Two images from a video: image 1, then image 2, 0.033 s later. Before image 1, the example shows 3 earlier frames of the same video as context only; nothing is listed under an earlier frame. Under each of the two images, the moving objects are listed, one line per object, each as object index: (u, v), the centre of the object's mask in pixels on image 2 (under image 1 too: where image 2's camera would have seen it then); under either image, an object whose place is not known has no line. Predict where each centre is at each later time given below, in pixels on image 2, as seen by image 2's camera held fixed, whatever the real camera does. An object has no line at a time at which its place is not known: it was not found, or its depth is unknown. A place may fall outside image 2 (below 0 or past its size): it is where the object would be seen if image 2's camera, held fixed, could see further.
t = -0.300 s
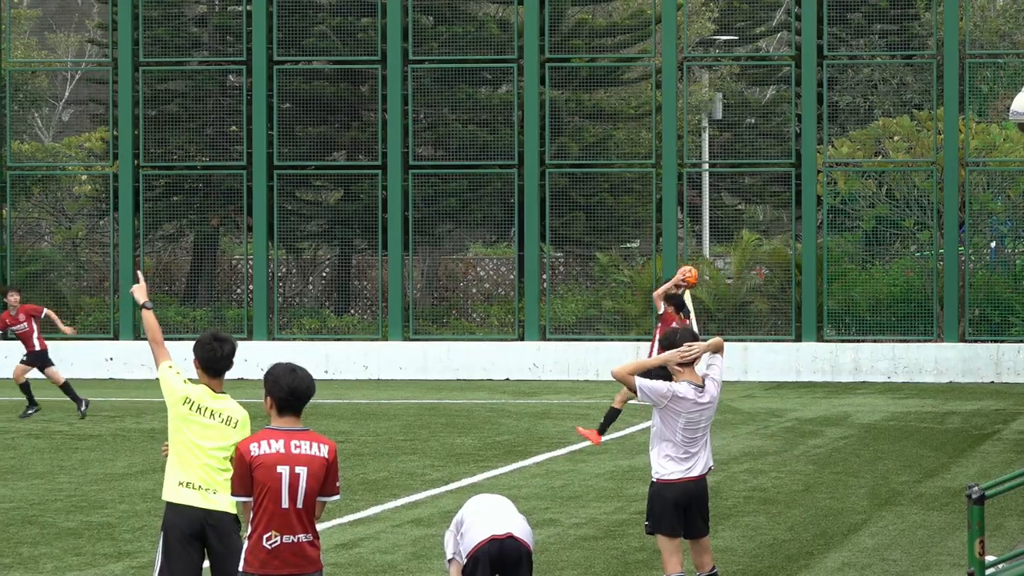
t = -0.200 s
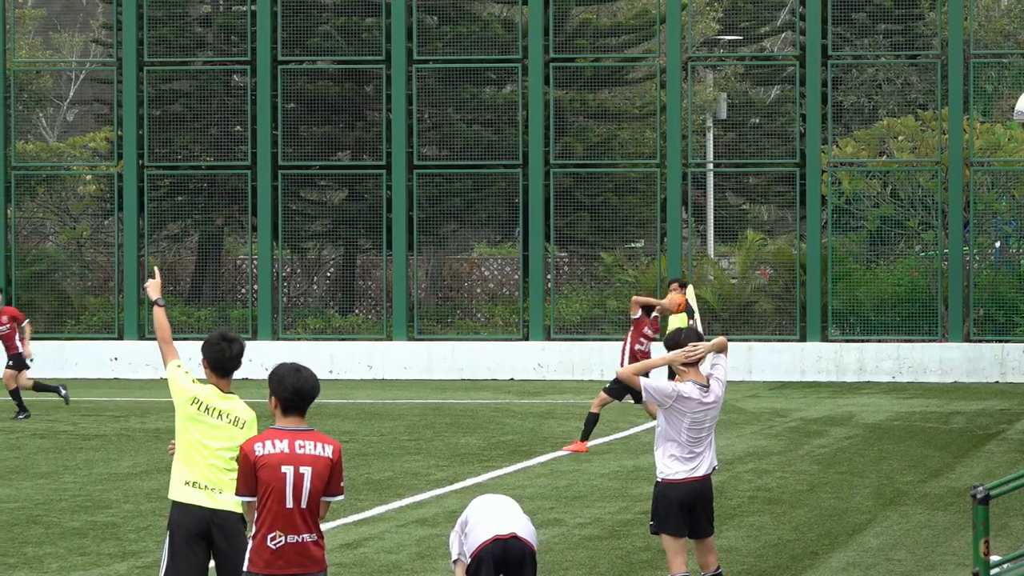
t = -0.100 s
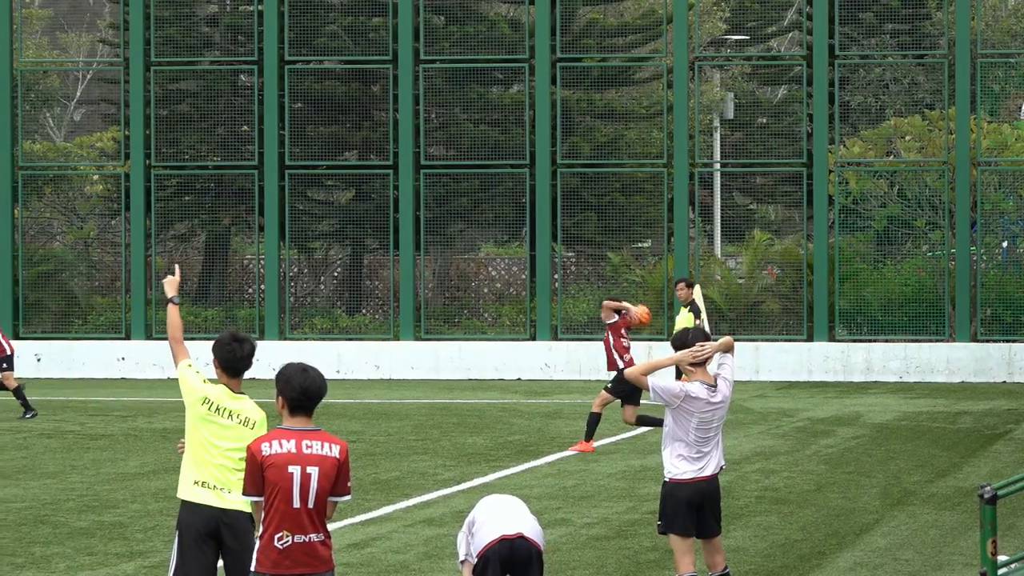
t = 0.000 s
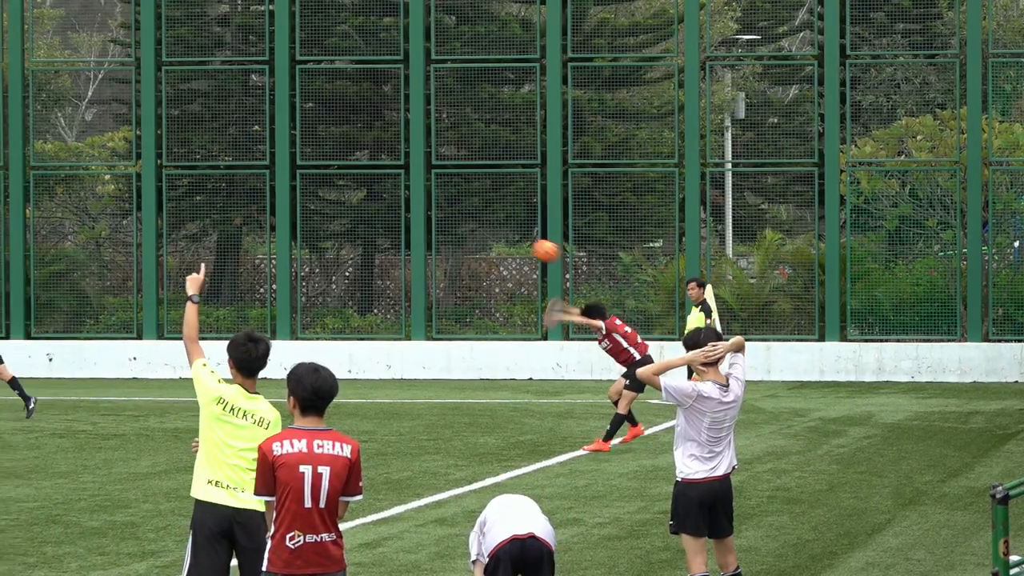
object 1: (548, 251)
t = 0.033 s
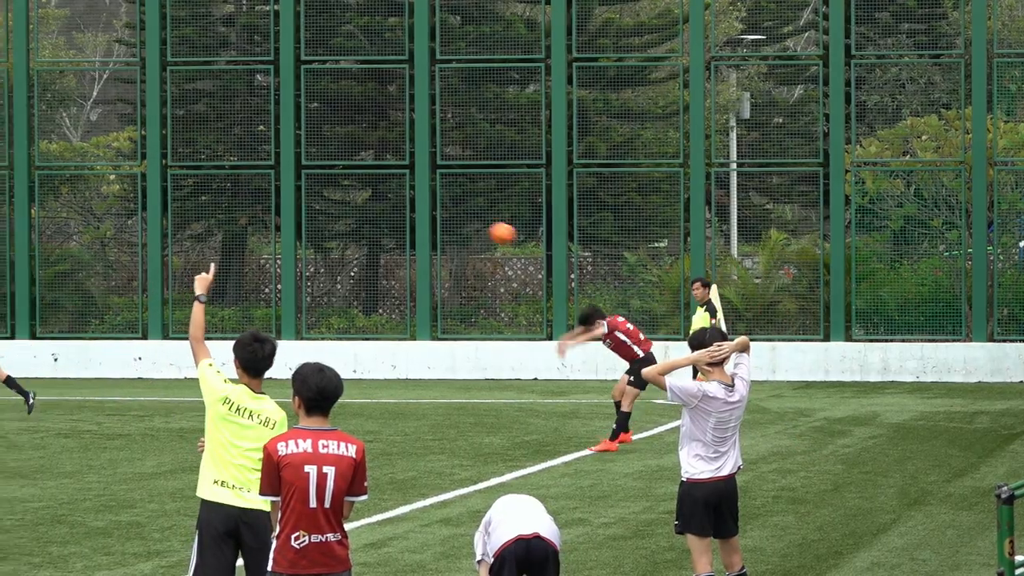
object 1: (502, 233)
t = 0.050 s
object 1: (479, 225)
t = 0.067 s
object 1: (457, 217)
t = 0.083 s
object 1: (434, 208)
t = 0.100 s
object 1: (413, 201)
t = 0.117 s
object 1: (391, 193)
